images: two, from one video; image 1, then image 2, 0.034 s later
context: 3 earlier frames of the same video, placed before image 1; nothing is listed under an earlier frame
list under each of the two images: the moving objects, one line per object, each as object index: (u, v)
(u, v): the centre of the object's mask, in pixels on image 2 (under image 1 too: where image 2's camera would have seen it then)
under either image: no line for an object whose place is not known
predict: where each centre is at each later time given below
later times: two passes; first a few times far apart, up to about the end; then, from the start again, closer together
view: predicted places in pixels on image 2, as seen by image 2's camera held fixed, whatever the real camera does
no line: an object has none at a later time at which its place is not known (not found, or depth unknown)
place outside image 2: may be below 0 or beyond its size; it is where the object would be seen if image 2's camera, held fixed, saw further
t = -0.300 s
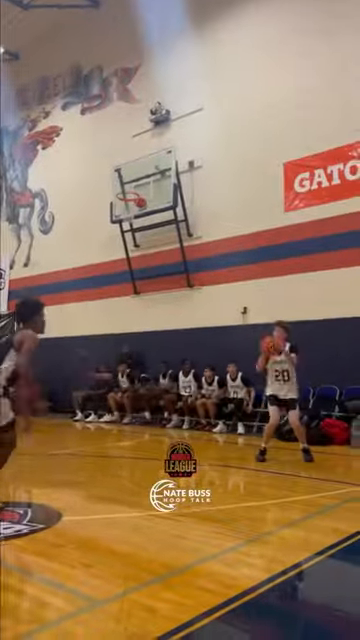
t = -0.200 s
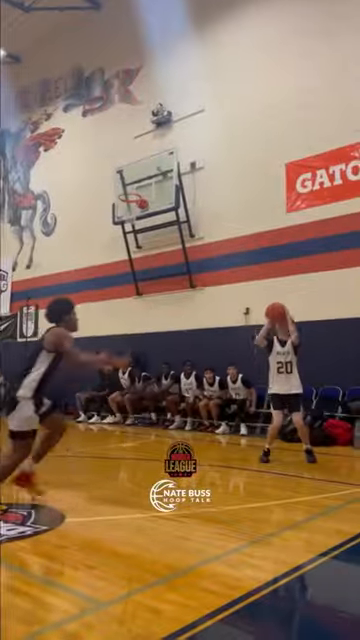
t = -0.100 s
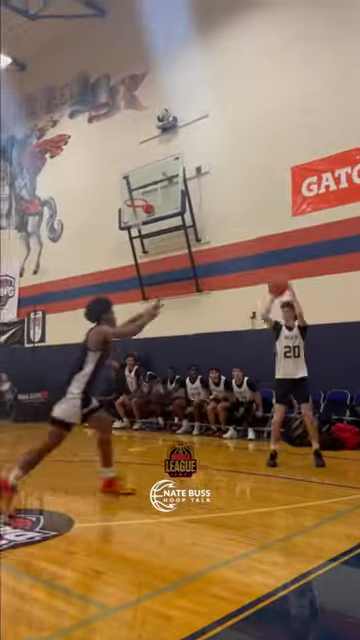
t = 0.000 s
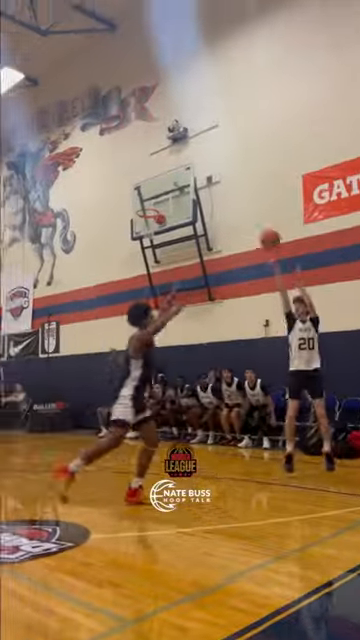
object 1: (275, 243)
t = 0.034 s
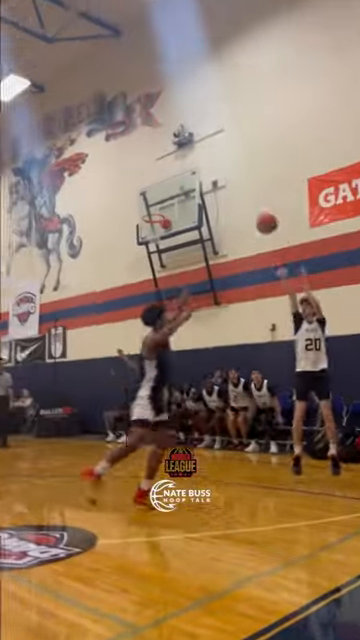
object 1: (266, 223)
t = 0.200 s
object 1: (217, 127)
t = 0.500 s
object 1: (105, -10)
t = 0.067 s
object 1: (257, 203)
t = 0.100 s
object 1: (248, 184)
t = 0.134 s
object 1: (238, 164)
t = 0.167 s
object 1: (227, 145)
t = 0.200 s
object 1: (217, 127)
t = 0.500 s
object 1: (105, -10)
